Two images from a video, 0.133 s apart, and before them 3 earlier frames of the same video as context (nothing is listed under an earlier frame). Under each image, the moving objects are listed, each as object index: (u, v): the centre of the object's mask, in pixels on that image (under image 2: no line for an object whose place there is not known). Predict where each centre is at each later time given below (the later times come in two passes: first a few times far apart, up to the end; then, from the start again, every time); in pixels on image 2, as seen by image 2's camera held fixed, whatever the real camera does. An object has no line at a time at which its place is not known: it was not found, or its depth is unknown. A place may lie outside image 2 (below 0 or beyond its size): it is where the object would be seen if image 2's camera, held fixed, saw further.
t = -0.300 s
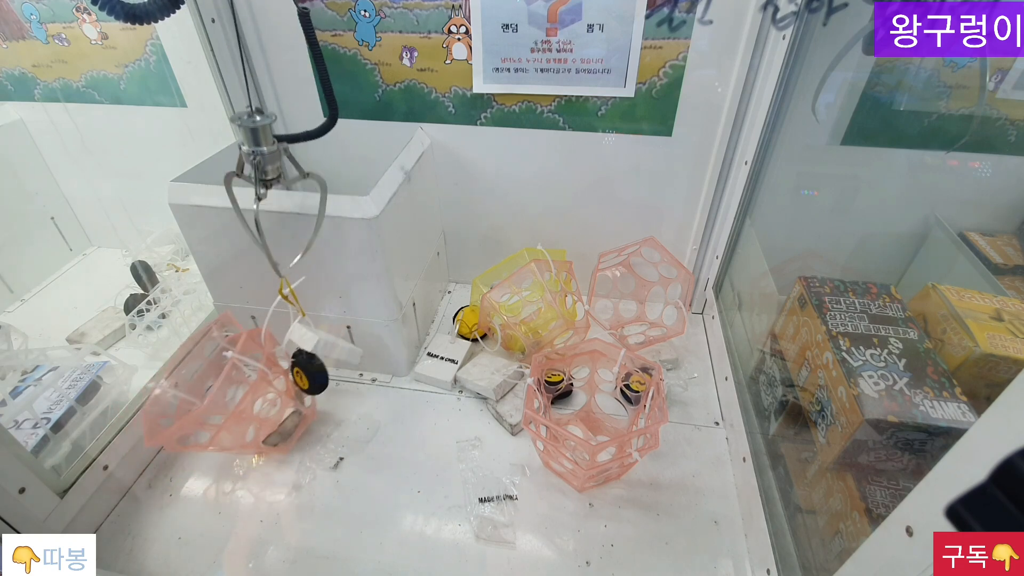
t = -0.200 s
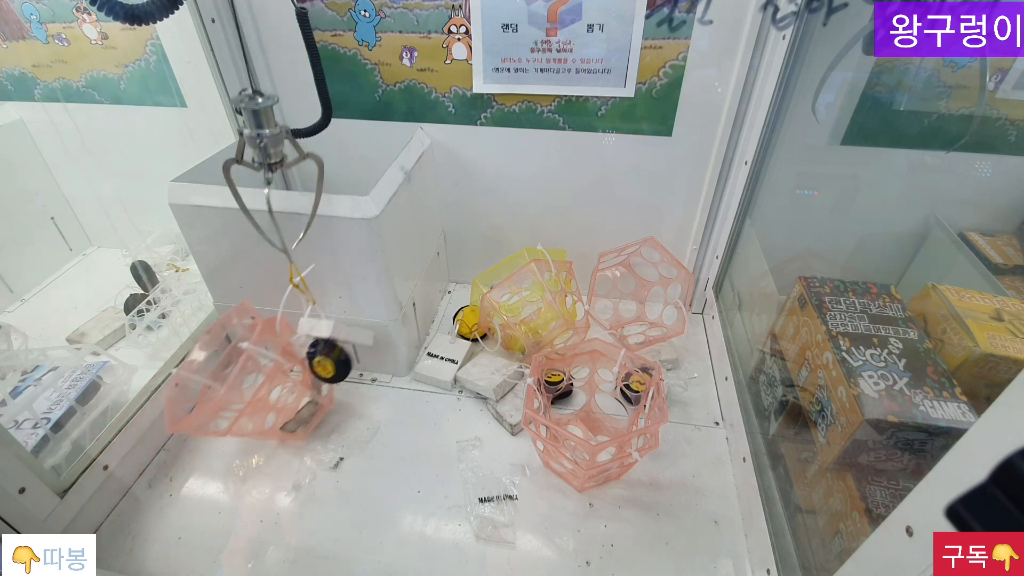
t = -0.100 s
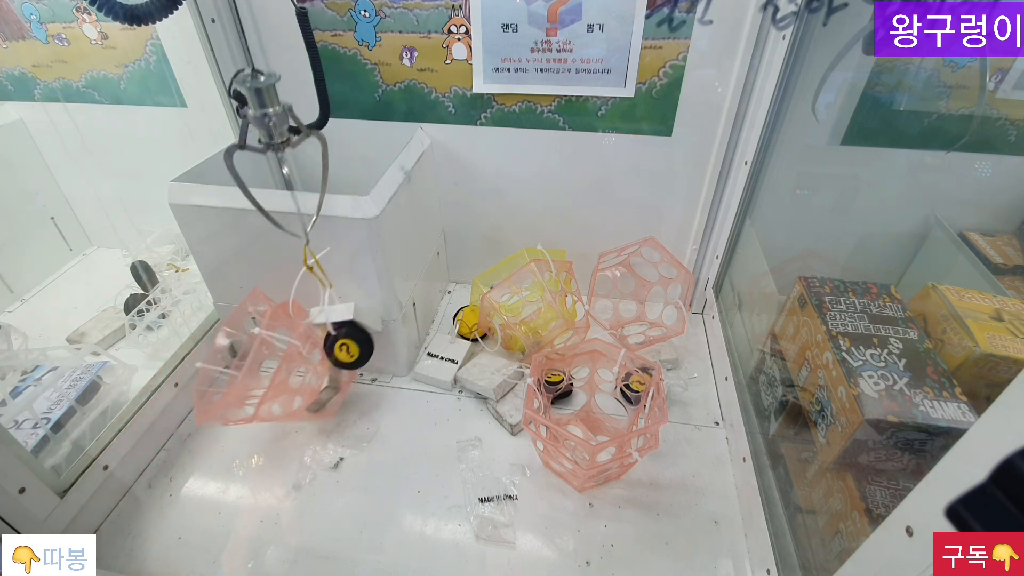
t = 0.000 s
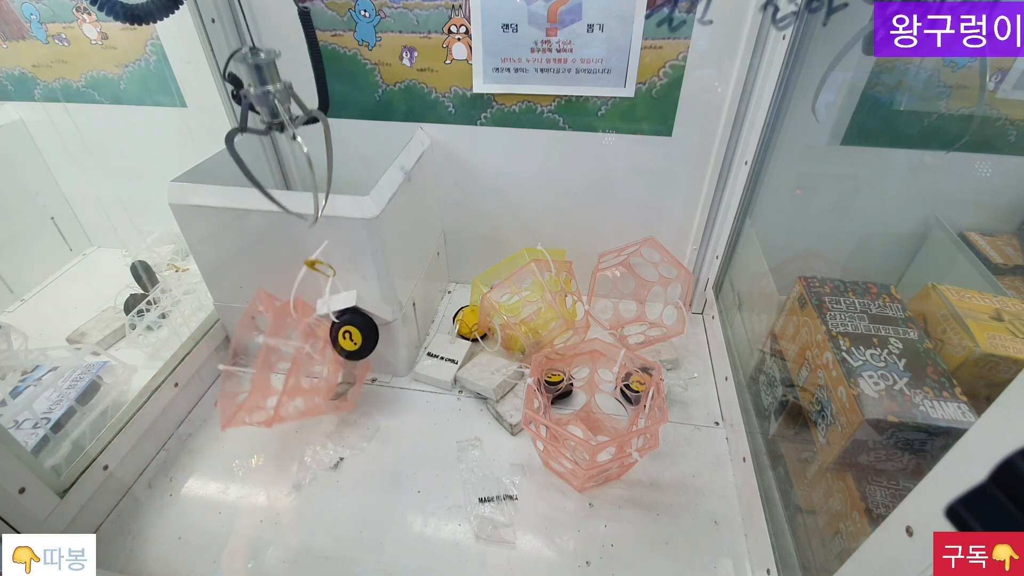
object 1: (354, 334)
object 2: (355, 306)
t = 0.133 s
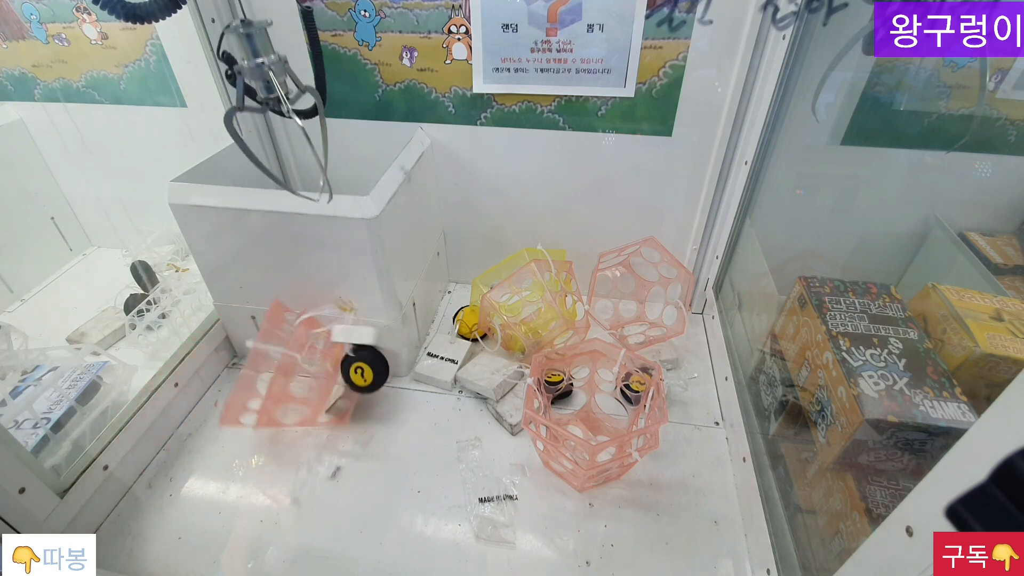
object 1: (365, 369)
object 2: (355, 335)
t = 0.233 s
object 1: (382, 387)
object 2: (393, 358)
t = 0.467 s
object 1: (440, 421)
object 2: (422, 387)
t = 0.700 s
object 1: (442, 420)
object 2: (422, 389)
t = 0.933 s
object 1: (442, 420)
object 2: (422, 389)
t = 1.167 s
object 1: (442, 420)
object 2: (422, 389)
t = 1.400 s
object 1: (442, 420)
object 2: (422, 389)
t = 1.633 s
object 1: (442, 420)
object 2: (422, 389)
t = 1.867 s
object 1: (442, 420)
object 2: (422, 389)
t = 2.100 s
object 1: (442, 420)
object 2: (422, 389)
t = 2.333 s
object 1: (442, 420)
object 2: (422, 389)
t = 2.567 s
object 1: (442, 420)
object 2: (422, 389)
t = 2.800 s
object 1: (442, 420)
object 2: (422, 389)
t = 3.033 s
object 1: (442, 420)
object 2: (422, 389)
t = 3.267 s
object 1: (442, 420)
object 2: (422, 389)
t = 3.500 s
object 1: (442, 420)
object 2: (421, 389)
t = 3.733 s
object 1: (442, 420)
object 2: (422, 388)
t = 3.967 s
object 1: (442, 420)
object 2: (422, 389)
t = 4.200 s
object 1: (442, 420)
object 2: (422, 389)
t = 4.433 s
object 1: (442, 420)
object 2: (421, 389)
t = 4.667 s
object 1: (442, 420)
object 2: (421, 389)
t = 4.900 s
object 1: (442, 420)
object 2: (422, 388)
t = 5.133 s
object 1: (442, 420)
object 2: (421, 388)
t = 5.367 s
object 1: (442, 420)
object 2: (424, 389)
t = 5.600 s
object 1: (441, 420)
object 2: (426, 387)
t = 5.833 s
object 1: (441, 421)
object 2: (422, 387)
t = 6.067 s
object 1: (437, 424)
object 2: (420, 391)
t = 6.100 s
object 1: (436, 424)
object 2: (419, 391)
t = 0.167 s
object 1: (368, 376)
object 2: (369, 339)
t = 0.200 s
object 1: (373, 380)
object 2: (387, 347)
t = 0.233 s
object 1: (382, 387)
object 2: (393, 358)
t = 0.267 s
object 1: (394, 399)
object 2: (399, 370)
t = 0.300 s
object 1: (411, 412)
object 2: (403, 377)
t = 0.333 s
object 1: (419, 420)
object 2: (413, 383)
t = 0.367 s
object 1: (427, 420)
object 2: (417, 383)
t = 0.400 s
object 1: (433, 421)
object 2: (420, 384)
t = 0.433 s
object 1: (438, 421)
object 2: (421, 386)
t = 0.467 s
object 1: (440, 421)
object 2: (422, 387)
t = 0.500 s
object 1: (442, 421)
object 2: (422, 388)
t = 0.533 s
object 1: (442, 421)
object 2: (422, 389)
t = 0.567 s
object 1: (442, 420)
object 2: (422, 389)
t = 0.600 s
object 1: (442, 420)
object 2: (422, 389)
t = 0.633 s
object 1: (442, 420)
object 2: (422, 389)
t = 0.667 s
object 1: (442, 420)
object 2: (422, 389)
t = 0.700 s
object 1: (442, 420)
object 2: (422, 389)
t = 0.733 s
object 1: (442, 420)
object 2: (422, 389)
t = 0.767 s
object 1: (442, 420)
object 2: (422, 389)
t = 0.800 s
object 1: (442, 420)
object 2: (422, 388)
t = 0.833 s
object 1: (442, 420)
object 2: (421, 388)
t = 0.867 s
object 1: (442, 420)
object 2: (422, 389)
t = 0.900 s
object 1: (442, 420)
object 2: (422, 389)
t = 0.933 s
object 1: (442, 420)
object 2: (422, 389)
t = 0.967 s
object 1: (442, 420)
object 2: (422, 389)
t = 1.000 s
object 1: (442, 420)
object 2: (422, 389)
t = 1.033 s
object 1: (442, 420)
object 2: (422, 389)
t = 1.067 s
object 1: (442, 420)
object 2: (422, 389)
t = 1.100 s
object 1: (442, 420)
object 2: (422, 389)
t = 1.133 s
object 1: (442, 420)
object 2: (422, 389)
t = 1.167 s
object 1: (442, 420)
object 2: (422, 389)
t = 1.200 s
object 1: (442, 420)
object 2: (422, 389)
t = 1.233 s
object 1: (442, 420)
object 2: (422, 389)
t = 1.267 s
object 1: (442, 420)
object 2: (422, 389)
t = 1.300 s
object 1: (442, 420)
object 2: (422, 389)
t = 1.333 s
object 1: (442, 420)
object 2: (422, 389)
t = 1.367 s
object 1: (442, 420)
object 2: (422, 389)
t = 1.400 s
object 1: (442, 420)
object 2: (422, 389)
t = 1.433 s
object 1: (442, 420)
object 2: (422, 389)
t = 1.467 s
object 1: (442, 420)
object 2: (422, 389)
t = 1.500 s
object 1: (442, 420)
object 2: (422, 389)
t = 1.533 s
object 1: (442, 420)
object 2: (422, 389)
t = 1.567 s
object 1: (442, 420)
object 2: (422, 389)
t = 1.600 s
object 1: (442, 420)
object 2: (422, 389)
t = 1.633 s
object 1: (442, 420)
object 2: (422, 389)
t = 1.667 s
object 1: (442, 420)
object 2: (422, 389)
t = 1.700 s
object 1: (442, 420)
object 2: (422, 389)
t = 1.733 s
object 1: (442, 420)
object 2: (422, 389)
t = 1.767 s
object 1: (442, 420)
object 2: (422, 389)
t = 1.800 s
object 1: (442, 420)
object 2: (422, 389)
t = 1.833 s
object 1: (442, 420)
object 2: (422, 389)
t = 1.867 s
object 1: (442, 420)
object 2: (422, 389)
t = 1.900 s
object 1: (442, 420)
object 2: (422, 389)
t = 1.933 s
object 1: (442, 420)
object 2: (422, 389)
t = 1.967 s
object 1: (442, 420)
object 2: (422, 389)
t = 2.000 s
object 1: (442, 420)
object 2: (422, 389)
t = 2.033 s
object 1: (442, 420)
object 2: (422, 389)
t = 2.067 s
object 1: (442, 420)
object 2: (422, 389)
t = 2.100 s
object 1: (442, 420)
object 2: (422, 389)
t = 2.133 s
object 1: (442, 420)
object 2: (422, 389)
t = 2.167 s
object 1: (442, 420)
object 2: (422, 389)
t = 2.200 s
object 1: (442, 420)
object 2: (422, 389)
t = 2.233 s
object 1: (442, 420)
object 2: (422, 389)
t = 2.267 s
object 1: (442, 420)
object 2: (422, 389)
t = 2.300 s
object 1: (442, 420)
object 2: (422, 389)
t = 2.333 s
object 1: (442, 420)
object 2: (422, 389)
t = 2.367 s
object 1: (442, 420)
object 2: (422, 389)
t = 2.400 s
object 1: (442, 420)
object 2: (422, 389)
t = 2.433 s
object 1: (442, 420)
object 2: (422, 389)
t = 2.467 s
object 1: (442, 420)
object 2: (422, 389)
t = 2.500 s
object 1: (442, 420)
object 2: (422, 389)
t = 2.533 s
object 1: (442, 420)
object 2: (422, 389)
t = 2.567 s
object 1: (442, 420)
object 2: (422, 389)
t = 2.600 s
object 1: (442, 420)
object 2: (422, 389)
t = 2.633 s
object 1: (442, 420)
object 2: (422, 389)
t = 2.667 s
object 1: (442, 420)
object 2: (422, 389)
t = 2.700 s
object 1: (442, 420)
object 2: (422, 389)
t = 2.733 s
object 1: (442, 420)
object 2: (422, 388)
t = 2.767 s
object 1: (442, 420)
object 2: (422, 388)
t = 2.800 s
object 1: (442, 420)
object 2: (422, 389)
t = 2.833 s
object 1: (442, 420)
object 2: (422, 388)
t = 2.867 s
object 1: (442, 420)
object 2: (422, 388)
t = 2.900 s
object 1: (442, 420)
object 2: (422, 389)
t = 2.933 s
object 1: (442, 420)
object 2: (422, 389)
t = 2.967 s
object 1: (442, 420)
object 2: (422, 389)
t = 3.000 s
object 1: (442, 420)
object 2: (422, 389)
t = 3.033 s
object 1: (442, 420)
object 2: (422, 389)
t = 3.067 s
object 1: (442, 420)
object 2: (422, 388)
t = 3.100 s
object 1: (442, 420)
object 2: (422, 389)
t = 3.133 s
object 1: (442, 420)
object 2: (422, 389)
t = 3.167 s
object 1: (442, 420)
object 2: (422, 389)
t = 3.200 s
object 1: (442, 420)
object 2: (422, 389)
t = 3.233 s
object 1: (442, 420)
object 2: (422, 389)
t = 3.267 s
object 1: (442, 420)
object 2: (422, 389)
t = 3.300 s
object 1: (442, 420)
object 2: (422, 389)
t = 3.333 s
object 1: (442, 420)
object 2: (422, 389)
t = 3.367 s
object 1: (442, 420)
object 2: (422, 389)
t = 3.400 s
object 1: (442, 420)
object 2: (422, 389)
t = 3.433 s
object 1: (442, 420)
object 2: (422, 389)
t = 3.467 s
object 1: (442, 420)
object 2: (422, 389)
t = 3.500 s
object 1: (442, 420)
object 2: (421, 389)
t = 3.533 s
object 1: (442, 420)
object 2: (422, 389)
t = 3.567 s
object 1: (442, 420)
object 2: (422, 389)
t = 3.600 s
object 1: (442, 420)
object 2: (422, 389)
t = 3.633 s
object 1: (442, 420)
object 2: (421, 389)
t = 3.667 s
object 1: (442, 420)
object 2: (422, 389)
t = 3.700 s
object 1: (442, 420)
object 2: (422, 389)
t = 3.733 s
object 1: (442, 420)
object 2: (422, 388)
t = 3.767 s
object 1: (442, 420)
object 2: (422, 388)
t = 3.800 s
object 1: (442, 420)
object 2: (422, 388)
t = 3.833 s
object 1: (442, 420)
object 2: (422, 388)
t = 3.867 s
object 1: (442, 420)
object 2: (422, 389)
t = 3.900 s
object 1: (442, 420)
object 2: (422, 389)
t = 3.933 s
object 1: (442, 420)
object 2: (422, 389)
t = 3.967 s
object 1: (442, 420)
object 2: (422, 389)
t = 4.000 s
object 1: (442, 420)
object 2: (422, 389)
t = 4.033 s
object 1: (442, 420)
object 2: (422, 389)
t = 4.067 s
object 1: (442, 420)
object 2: (422, 389)
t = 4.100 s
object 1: (442, 420)
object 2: (422, 389)
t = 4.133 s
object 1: (442, 420)
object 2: (422, 389)
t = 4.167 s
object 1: (442, 420)
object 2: (422, 389)
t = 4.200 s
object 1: (442, 420)
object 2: (422, 389)
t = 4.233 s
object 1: (442, 420)
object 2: (422, 389)
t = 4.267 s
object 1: (442, 420)
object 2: (422, 389)
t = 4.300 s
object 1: (442, 420)
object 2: (422, 389)
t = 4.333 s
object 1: (442, 420)
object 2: (422, 389)
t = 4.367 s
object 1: (442, 420)
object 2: (422, 389)
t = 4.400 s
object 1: (442, 420)
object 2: (421, 389)
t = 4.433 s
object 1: (442, 420)
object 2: (421, 389)
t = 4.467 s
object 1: (442, 420)
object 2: (422, 389)
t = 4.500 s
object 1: (442, 420)
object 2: (421, 389)
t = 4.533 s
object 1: (442, 420)
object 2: (422, 389)
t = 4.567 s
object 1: (442, 420)
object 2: (422, 389)
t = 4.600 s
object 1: (442, 420)
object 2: (422, 389)
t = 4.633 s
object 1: (442, 420)
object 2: (422, 389)
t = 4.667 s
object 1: (442, 420)
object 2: (421, 389)
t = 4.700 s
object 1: (442, 420)
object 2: (422, 389)
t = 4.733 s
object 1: (442, 420)
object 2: (422, 389)
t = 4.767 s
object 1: (442, 420)
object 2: (421, 389)
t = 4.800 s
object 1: (442, 420)
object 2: (421, 389)
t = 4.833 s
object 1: (442, 420)
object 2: (421, 388)
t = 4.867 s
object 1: (442, 420)
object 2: (422, 388)
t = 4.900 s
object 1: (442, 420)
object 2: (422, 388)
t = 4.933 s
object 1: (442, 420)
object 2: (421, 388)
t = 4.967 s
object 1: (442, 420)
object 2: (421, 389)
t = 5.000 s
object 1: (442, 420)
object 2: (421, 389)
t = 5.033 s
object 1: (442, 420)
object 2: (421, 389)
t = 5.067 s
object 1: (442, 420)
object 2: (421, 389)
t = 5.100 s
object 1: (442, 420)
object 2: (421, 389)
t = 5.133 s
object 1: (442, 420)
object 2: (421, 388)
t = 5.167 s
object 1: (442, 420)
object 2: (422, 388)
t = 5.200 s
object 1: (442, 420)
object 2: (422, 388)
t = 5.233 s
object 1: (442, 420)
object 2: (422, 388)
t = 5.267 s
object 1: (442, 420)
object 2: (422, 389)
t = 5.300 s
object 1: (442, 420)
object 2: (424, 389)
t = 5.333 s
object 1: (442, 420)
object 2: (424, 390)
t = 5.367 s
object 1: (442, 420)
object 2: (424, 389)
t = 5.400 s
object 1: (442, 420)
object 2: (425, 389)
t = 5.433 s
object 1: (442, 420)
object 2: (425, 389)
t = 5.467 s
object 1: (442, 420)
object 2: (425, 389)
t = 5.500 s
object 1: (442, 420)
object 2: (425, 389)
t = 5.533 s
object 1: (442, 420)
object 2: (425, 390)
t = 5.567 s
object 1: (442, 420)
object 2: (426, 389)
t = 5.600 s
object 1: (441, 420)
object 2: (426, 387)
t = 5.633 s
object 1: (439, 419)
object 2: (425, 386)
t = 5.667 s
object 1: (439, 419)
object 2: (425, 386)
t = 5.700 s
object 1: (440, 420)
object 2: (424, 385)
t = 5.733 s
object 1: (441, 420)
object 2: (424, 387)
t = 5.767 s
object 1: (441, 420)
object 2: (423, 387)
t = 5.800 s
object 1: (441, 420)
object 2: (422, 387)
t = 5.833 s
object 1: (441, 421)
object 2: (422, 387)
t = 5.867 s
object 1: (440, 421)
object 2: (422, 388)
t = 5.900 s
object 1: (439, 421)
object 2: (422, 388)
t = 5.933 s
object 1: (439, 422)
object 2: (421, 389)
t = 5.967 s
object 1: (438, 422)
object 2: (421, 390)
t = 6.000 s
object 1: (438, 423)
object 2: (421, 391)
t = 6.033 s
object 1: (437, 423)
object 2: (420, 391)
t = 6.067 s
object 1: (437, 424)
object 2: (420, 391)
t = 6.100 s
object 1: (436, 424)
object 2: (419, 391)
